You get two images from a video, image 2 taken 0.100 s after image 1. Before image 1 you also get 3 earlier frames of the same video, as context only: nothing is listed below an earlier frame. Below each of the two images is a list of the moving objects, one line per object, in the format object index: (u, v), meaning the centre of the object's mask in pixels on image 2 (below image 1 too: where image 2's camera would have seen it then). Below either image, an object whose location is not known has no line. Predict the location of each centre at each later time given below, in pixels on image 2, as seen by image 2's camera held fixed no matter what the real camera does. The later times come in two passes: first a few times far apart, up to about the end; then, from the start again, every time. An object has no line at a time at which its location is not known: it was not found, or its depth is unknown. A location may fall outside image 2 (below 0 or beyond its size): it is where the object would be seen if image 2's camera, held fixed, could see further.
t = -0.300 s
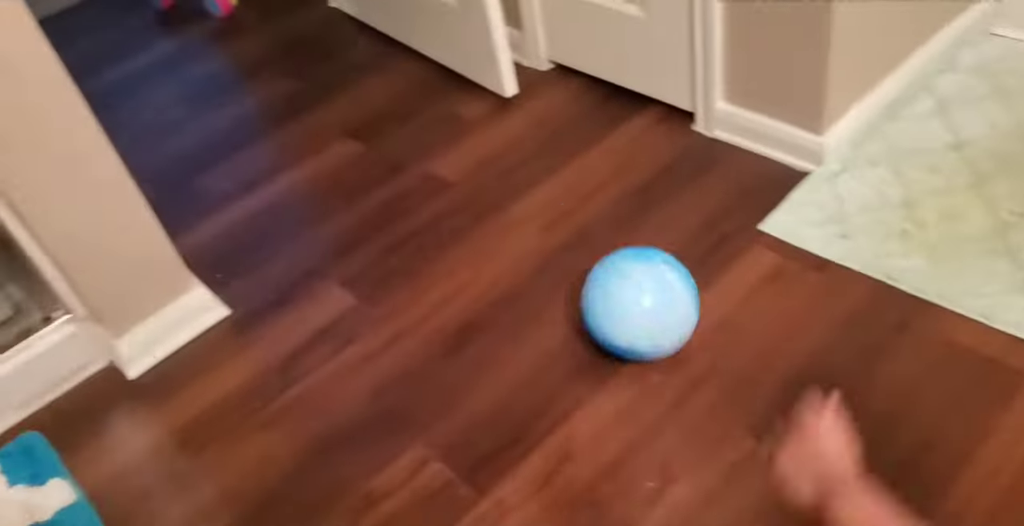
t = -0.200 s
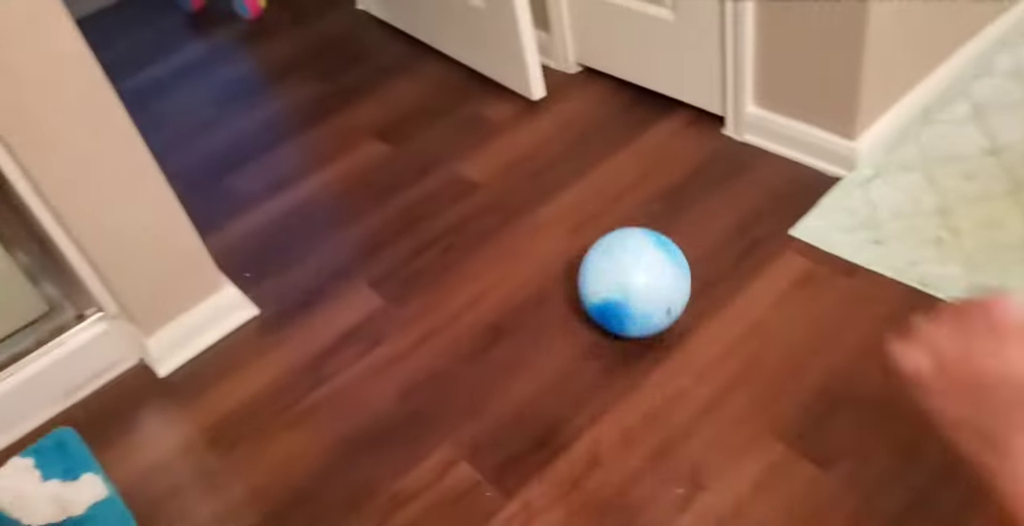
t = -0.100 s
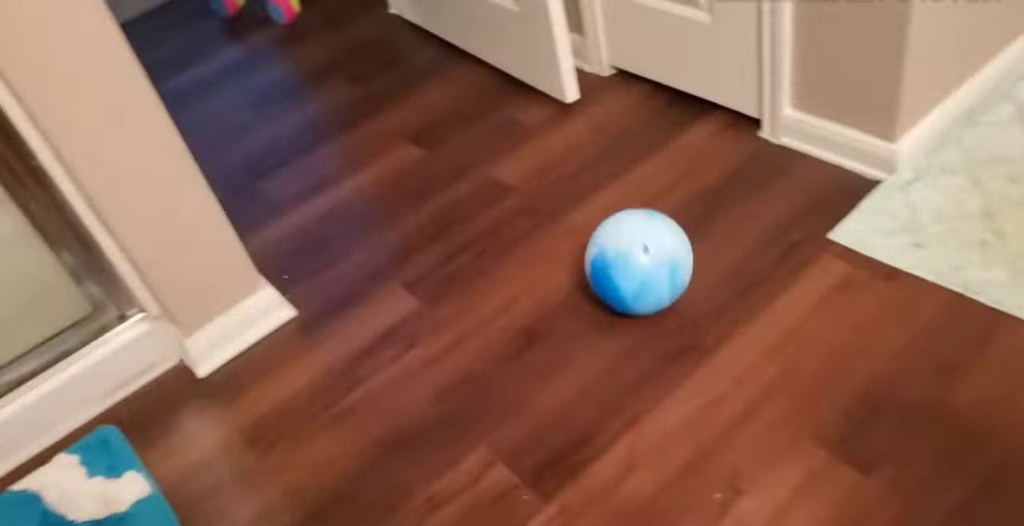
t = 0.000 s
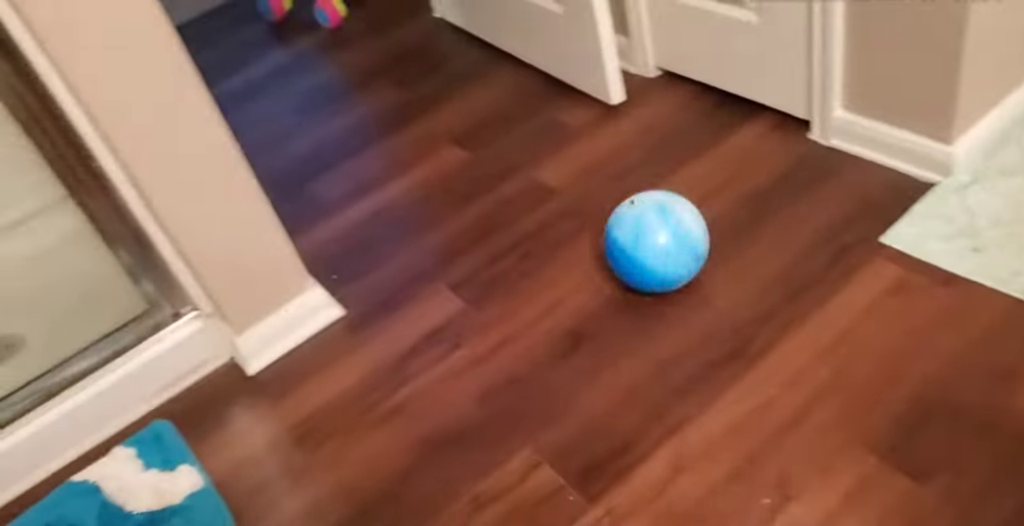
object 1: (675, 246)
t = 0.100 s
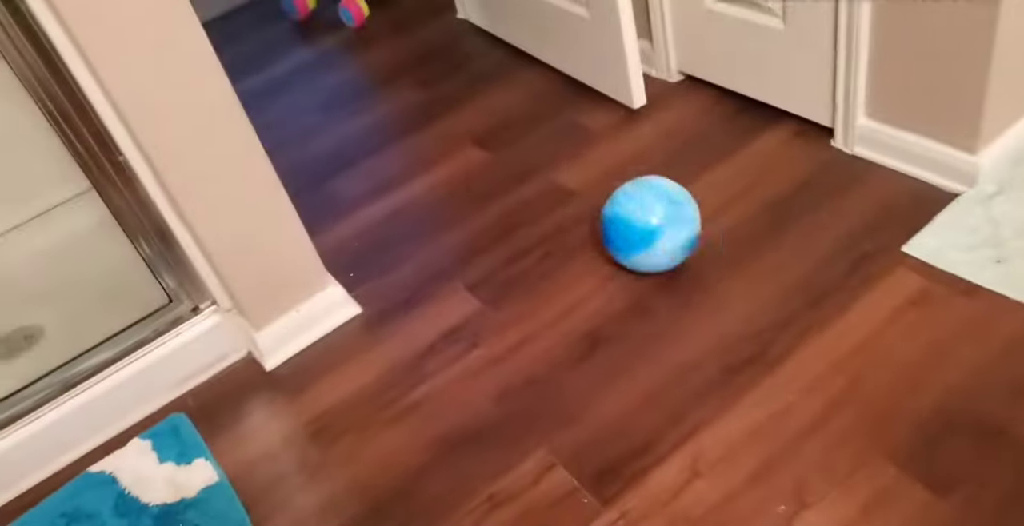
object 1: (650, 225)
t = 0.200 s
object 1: (629, 205)
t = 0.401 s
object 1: (592, 171)
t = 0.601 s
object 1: (562, 140)
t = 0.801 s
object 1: (535, 112)
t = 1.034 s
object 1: (514, 84)
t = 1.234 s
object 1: (500, 63)
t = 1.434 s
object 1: (488, 43)
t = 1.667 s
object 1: (462, 37)
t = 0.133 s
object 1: (643, 217)
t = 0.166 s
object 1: (636, 211)
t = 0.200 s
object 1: (629, 205)
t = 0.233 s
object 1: (623, 199)
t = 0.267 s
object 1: (616, 193)
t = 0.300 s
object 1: (610, 187)
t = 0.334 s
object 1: (604, 182)
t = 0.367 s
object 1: (598, 177)
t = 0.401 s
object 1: (592, 171)
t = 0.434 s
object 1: (587, 166)
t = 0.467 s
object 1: (581, 161)
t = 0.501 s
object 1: (576, 155)
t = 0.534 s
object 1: (571, 150)
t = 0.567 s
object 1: (567, 145)
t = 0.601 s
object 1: (562, 140)
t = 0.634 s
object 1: (557, 135)
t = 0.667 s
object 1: (552, 130)
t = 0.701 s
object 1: (548, 126)
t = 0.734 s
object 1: (544, 121)
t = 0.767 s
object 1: (539, 117)
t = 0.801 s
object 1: (535, 112)
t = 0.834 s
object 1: (532, 108)
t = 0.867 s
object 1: (529, 104)
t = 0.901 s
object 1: (525, 100)
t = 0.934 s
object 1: (522, 95)
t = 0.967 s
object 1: (519, 91)
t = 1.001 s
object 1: (516, 88)
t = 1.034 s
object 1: (514, 84)
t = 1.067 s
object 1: (511, 81)
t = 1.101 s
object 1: (509, 77)
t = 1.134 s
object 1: (507, 73)
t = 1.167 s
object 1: (504, 70)
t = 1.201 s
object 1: (502, 66)
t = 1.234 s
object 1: (500, 63)
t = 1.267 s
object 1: (498, 60)
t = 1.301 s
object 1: (495, 56)
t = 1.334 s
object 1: (493, 53)
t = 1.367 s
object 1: (491, 50)
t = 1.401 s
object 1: (490, 46)
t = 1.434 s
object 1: (488, 43)
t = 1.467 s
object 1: (484, 43)
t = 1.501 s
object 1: (481, 41)
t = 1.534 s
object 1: (476, 41)
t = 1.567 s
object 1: (473, 40)
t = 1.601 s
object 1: (469, 39)
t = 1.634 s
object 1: (465, 37)
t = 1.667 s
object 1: (462, 37)
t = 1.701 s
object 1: (460, 36)
